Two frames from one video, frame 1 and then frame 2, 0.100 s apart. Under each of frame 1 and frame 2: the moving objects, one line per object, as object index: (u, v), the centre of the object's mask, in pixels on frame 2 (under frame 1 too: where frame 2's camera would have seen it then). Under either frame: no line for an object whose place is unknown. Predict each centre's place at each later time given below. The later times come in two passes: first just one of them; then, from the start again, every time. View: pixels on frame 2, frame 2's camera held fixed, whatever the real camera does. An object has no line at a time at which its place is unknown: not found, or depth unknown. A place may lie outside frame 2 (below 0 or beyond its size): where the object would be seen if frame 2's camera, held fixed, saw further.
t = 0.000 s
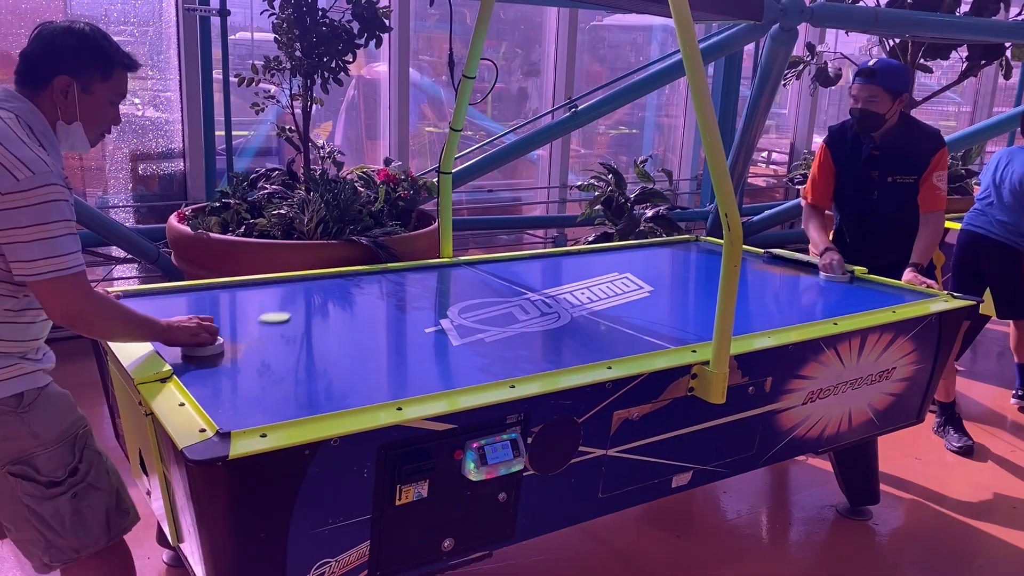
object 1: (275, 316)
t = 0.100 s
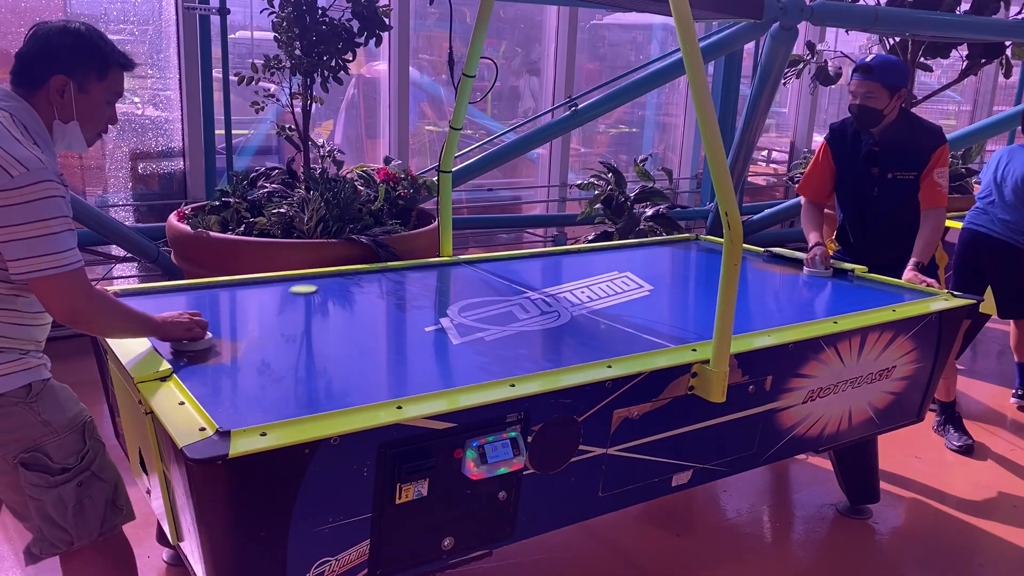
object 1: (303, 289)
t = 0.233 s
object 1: (365, 290)
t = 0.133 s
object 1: (311, 281)
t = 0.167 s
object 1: (327, 282)
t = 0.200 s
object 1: (346, 286)
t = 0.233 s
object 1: (365, 290)
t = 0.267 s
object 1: (386, 294)
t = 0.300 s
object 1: (407, 299)
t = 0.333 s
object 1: (427, 303)
